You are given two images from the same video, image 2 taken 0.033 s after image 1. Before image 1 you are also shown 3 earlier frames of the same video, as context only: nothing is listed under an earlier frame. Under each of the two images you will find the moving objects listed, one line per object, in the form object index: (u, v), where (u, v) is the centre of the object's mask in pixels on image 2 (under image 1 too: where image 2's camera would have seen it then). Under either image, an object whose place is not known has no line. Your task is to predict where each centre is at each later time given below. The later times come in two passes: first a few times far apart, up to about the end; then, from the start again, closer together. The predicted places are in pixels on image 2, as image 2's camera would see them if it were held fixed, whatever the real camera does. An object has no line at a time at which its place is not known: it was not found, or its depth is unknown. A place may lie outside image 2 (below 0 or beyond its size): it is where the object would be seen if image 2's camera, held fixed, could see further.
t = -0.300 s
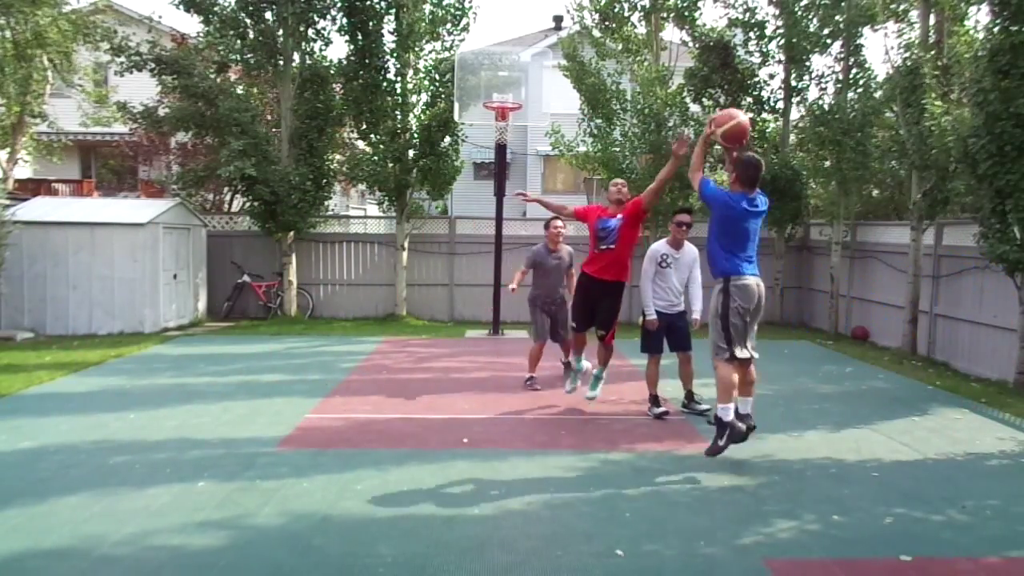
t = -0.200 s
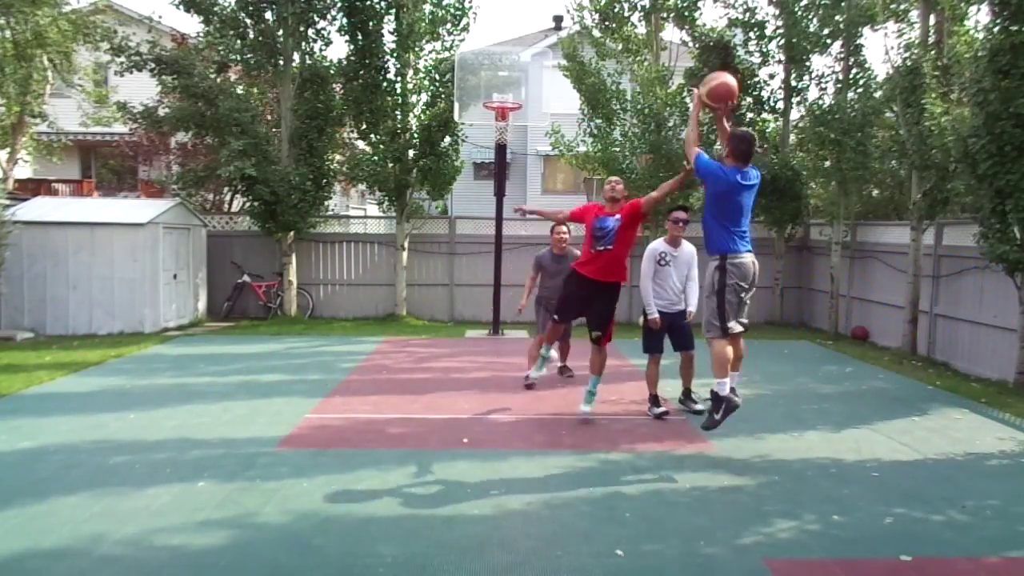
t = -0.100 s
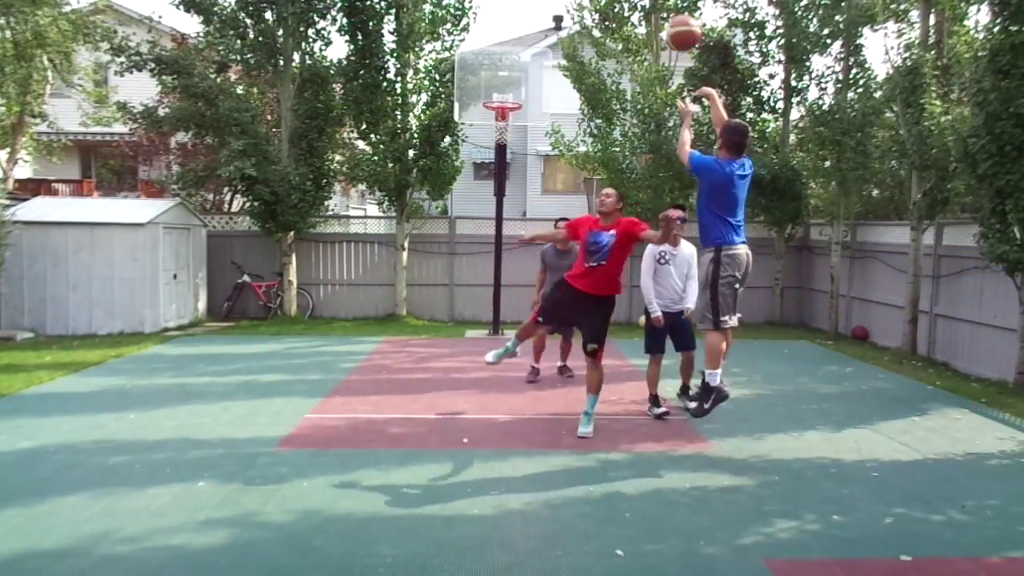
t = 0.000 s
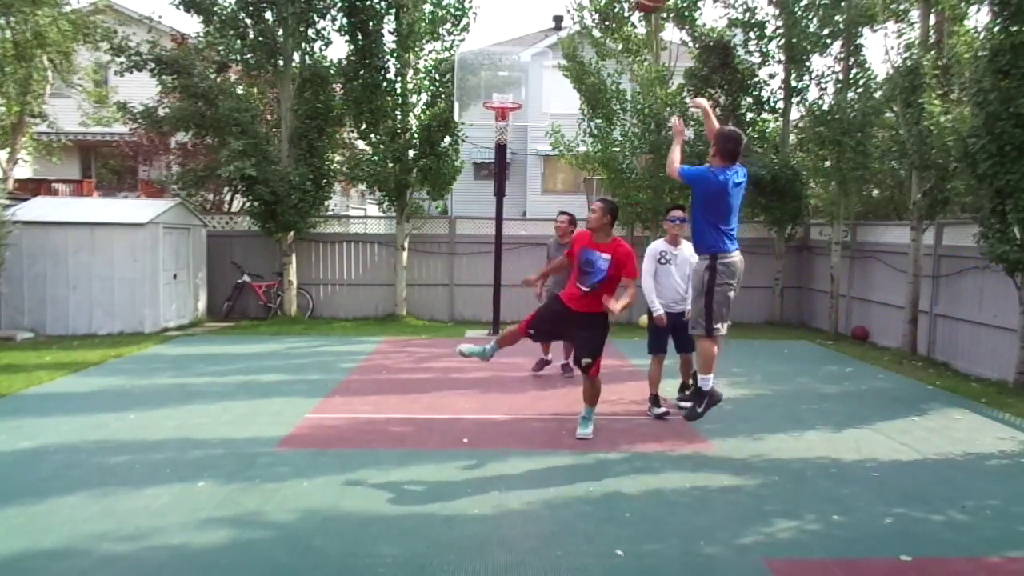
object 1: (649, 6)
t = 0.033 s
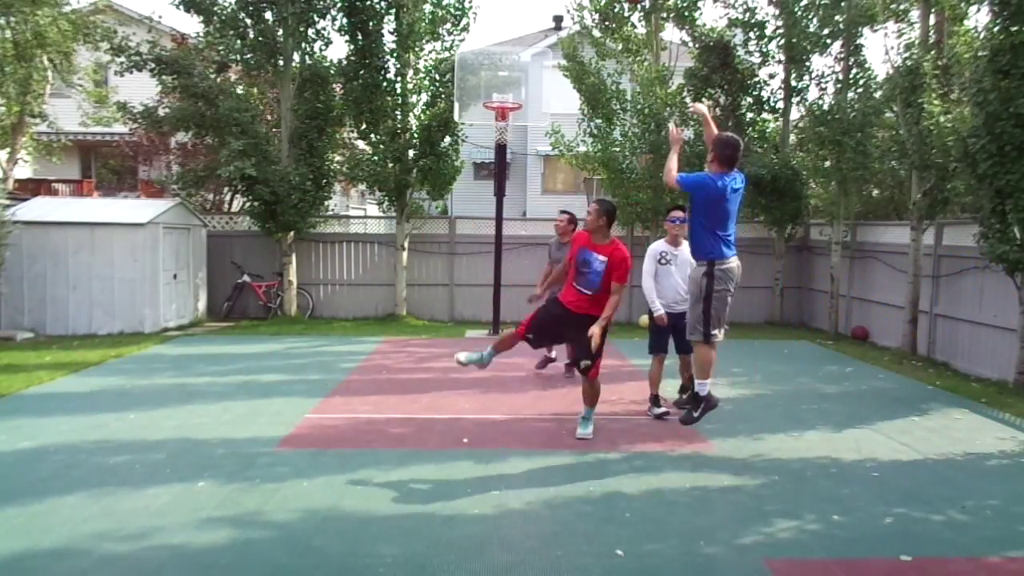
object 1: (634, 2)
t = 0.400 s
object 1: (551, 3)
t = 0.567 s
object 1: (523, 37)
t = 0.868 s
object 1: (518, 119)
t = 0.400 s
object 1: (551, 3)
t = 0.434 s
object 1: (545, 5)
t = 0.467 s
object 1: (539, 9)
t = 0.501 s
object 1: (533, 18)
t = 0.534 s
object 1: (528, 28)
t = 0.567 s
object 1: (523, 37)
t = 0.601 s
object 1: (518, 49)
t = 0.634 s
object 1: (513, 59)
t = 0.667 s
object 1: (509, 69)
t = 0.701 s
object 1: (504, 81)
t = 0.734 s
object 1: (500, 92)
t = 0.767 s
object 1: (494, 104)
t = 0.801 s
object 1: (505, 111)
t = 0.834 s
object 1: (514, 120)
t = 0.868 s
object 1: (518, 119)
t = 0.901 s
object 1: (519, 115)
